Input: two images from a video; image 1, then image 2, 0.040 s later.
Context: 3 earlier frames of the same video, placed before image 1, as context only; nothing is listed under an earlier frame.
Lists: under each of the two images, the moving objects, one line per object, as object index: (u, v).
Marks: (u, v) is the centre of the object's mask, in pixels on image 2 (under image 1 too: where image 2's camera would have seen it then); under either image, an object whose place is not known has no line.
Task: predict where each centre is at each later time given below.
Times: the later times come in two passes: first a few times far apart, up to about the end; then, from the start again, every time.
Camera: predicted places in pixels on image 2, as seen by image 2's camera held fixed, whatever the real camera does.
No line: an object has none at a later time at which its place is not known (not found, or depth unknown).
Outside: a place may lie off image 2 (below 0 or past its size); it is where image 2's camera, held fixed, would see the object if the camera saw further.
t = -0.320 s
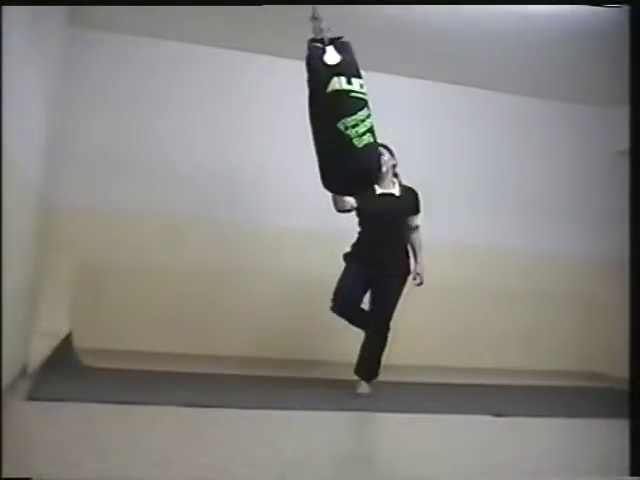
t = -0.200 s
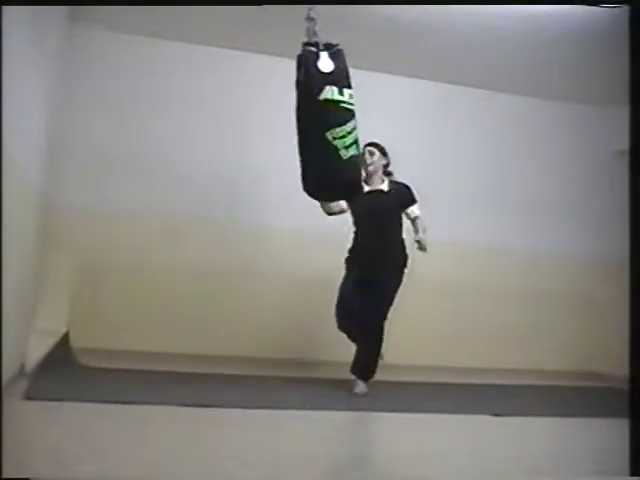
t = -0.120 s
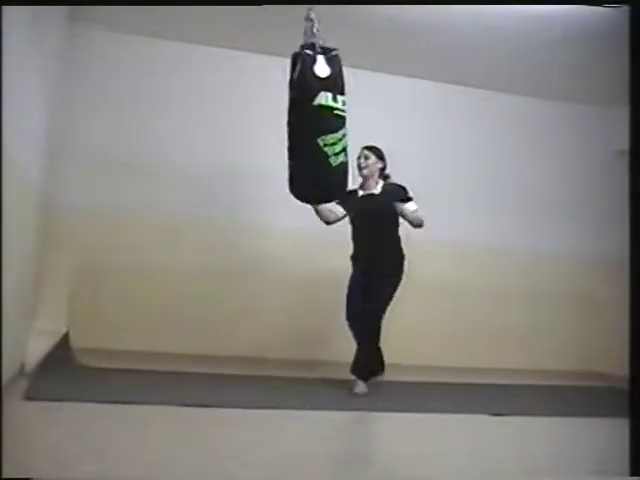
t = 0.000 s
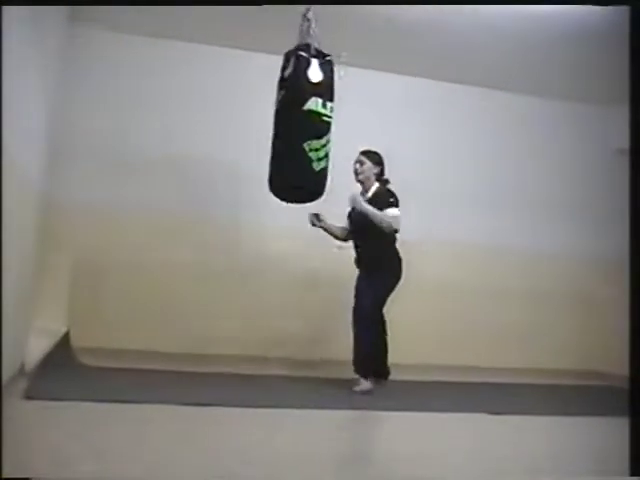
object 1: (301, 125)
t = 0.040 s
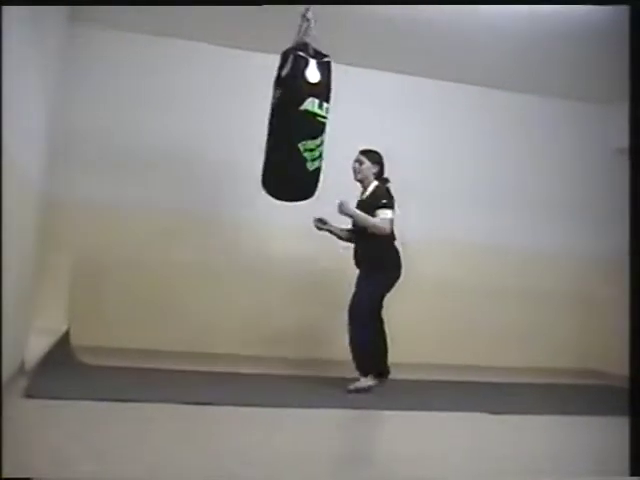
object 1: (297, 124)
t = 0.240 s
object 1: (278, 116)
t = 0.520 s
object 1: (267, 113)
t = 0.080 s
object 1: (293, 122)
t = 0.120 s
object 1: (289, 121)
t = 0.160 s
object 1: (285, 119)
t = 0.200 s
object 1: (281, 118)
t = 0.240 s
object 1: (278, 116)
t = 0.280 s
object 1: (275, 115)
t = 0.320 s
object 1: (272, 113)
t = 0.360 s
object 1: (270, 113)
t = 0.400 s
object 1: (269, 112)
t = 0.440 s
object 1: (269, 112)
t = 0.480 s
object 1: (268, 112)
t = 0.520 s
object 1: (267, 113)
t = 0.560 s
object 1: (268, 113)
